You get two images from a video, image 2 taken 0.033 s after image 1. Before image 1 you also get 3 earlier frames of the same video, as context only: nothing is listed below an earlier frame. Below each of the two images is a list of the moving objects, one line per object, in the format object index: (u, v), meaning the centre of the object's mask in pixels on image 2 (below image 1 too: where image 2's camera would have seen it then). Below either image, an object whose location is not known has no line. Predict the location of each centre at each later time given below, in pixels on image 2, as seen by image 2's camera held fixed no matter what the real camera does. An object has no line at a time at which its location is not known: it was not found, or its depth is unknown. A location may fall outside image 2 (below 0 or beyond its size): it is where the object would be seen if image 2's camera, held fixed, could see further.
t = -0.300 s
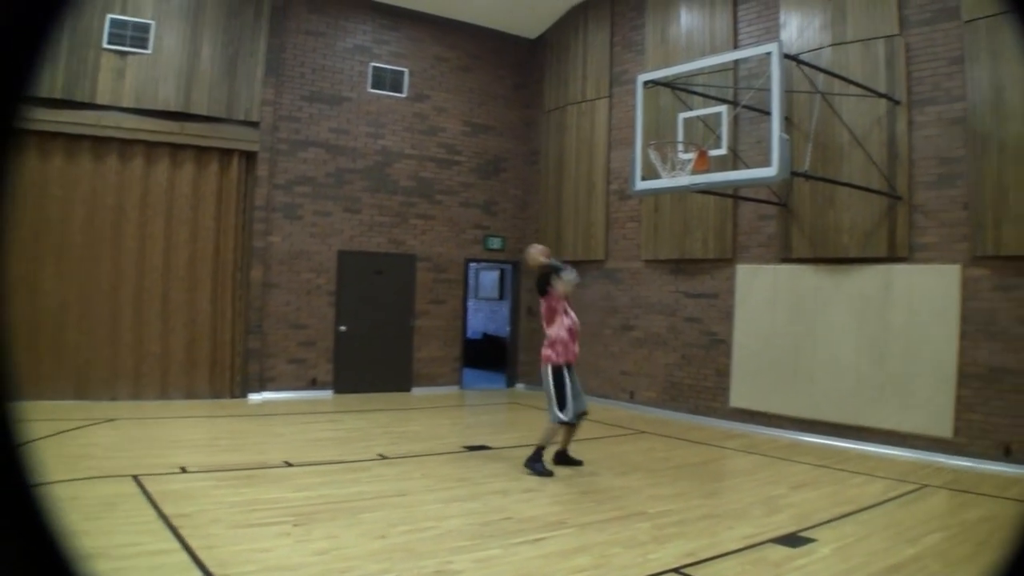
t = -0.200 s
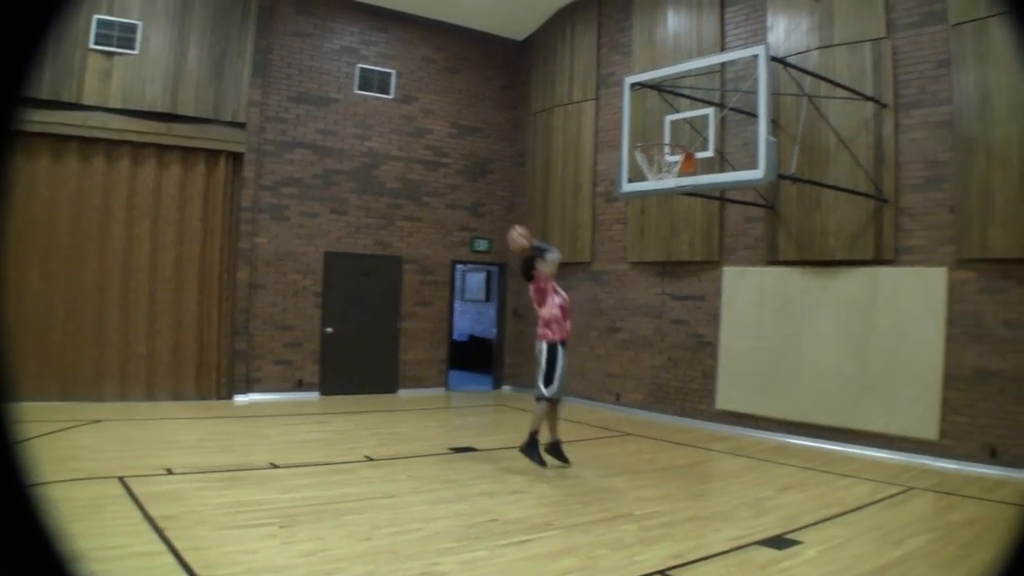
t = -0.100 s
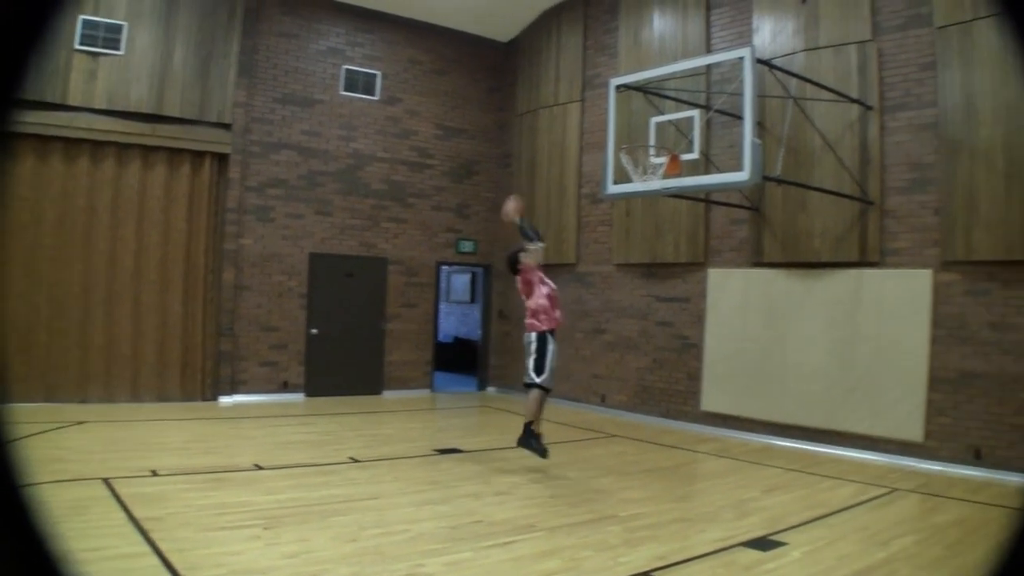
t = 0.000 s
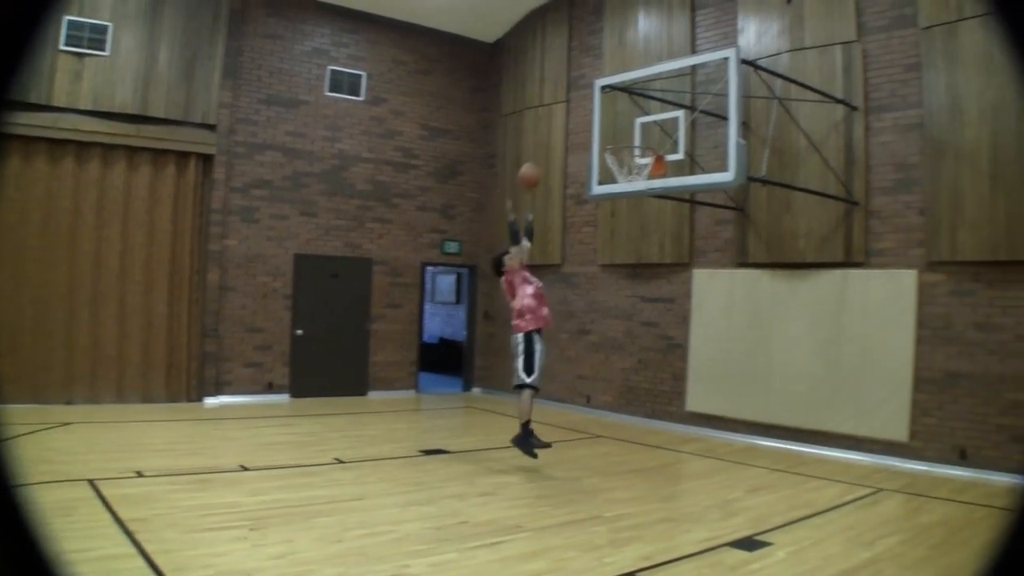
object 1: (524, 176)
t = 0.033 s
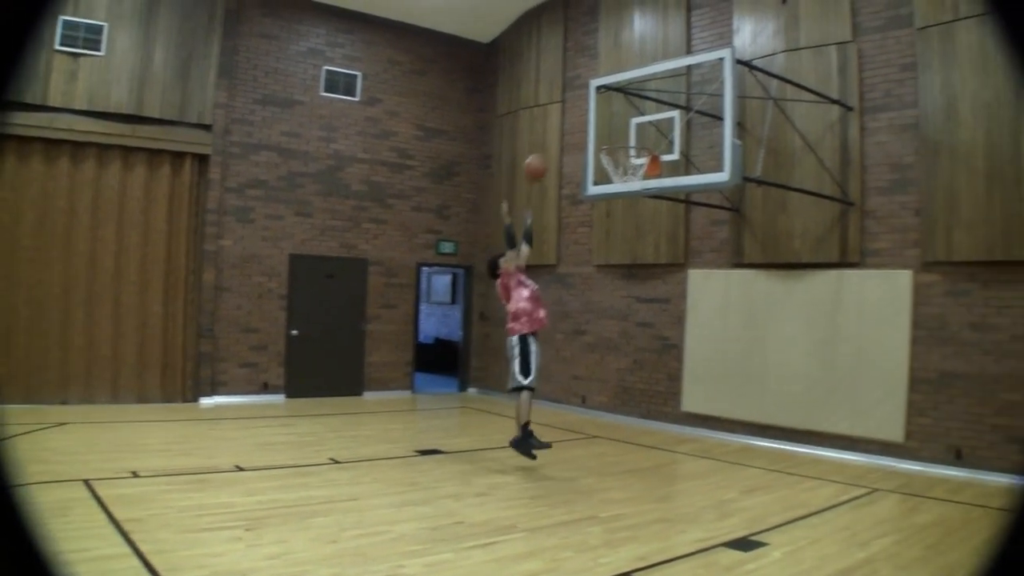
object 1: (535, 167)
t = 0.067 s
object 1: (544, 160)
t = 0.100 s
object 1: (554, 153)
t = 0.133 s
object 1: (563, 148)
